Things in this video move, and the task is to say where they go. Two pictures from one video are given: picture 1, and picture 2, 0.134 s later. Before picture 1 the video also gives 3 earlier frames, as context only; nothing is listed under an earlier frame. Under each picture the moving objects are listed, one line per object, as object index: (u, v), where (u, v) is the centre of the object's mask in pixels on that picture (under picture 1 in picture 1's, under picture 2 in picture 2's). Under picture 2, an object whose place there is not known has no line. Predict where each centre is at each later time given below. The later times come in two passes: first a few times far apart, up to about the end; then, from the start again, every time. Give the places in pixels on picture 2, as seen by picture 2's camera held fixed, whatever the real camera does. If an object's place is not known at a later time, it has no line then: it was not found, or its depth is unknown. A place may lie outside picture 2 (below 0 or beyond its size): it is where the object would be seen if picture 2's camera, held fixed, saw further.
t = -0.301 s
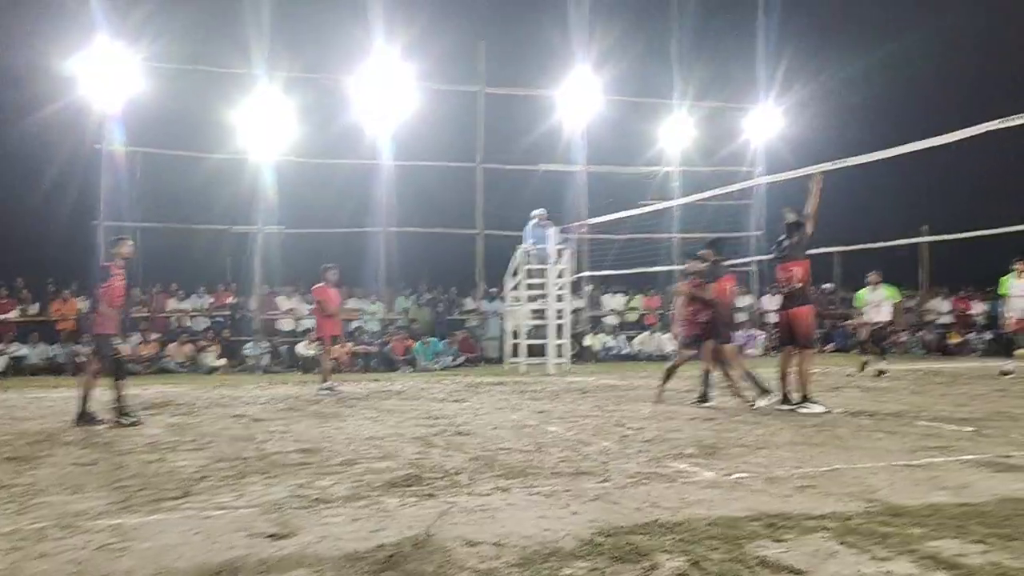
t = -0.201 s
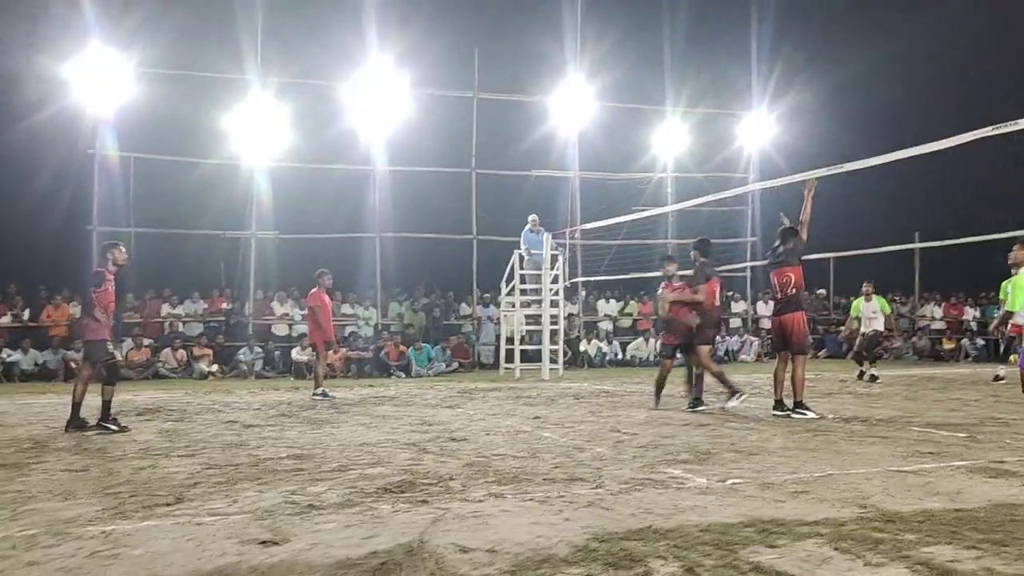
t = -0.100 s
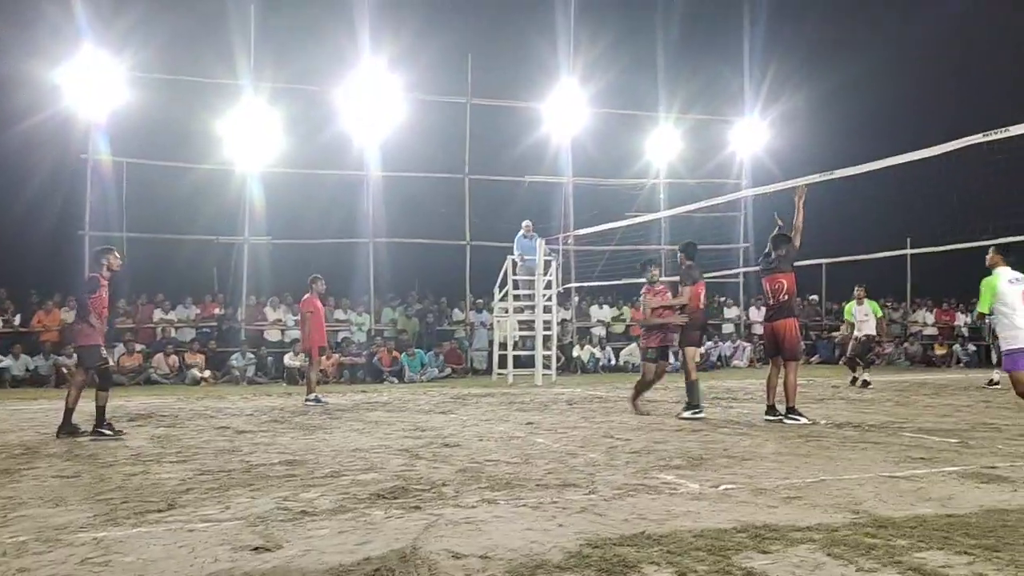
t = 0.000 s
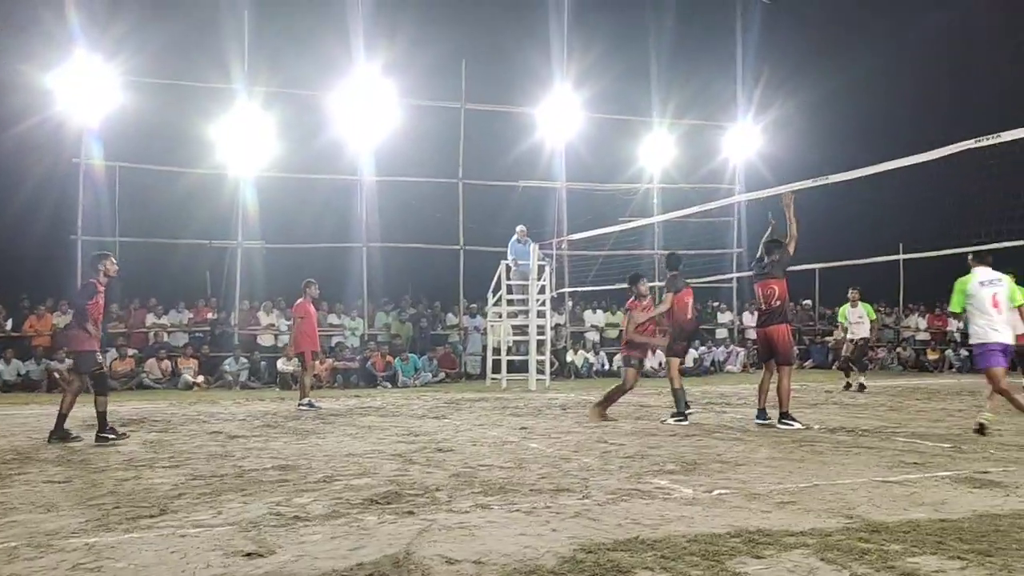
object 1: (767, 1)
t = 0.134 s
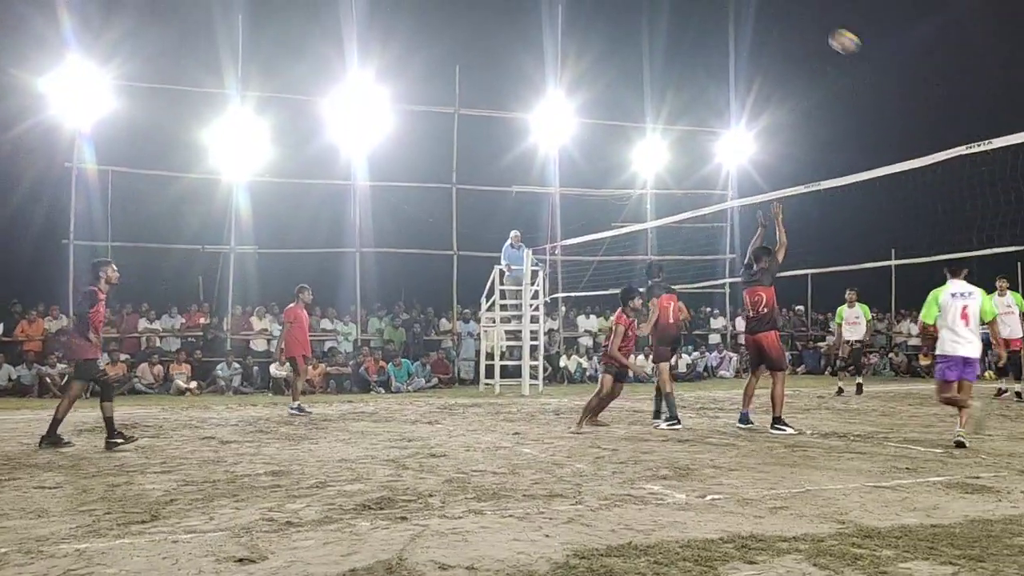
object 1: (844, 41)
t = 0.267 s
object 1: (916, 95)
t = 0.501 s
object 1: (1019, 202)
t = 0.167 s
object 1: (863, 55)
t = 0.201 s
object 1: (881, 67)
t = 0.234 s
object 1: (899, 81)
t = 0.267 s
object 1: (916, 95)
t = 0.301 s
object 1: (933, 110)
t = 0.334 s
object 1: (948, 124)
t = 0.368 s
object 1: (962, 136)
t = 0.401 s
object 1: (979, 157)
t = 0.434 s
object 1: (992, 170)
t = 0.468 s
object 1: (1006, 186)
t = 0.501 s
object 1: (1019, 202)
